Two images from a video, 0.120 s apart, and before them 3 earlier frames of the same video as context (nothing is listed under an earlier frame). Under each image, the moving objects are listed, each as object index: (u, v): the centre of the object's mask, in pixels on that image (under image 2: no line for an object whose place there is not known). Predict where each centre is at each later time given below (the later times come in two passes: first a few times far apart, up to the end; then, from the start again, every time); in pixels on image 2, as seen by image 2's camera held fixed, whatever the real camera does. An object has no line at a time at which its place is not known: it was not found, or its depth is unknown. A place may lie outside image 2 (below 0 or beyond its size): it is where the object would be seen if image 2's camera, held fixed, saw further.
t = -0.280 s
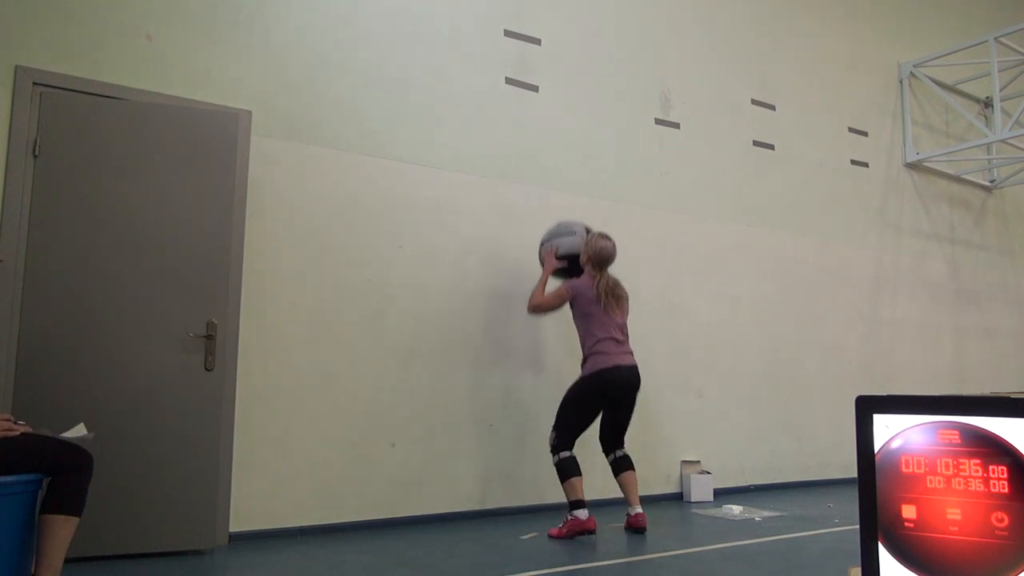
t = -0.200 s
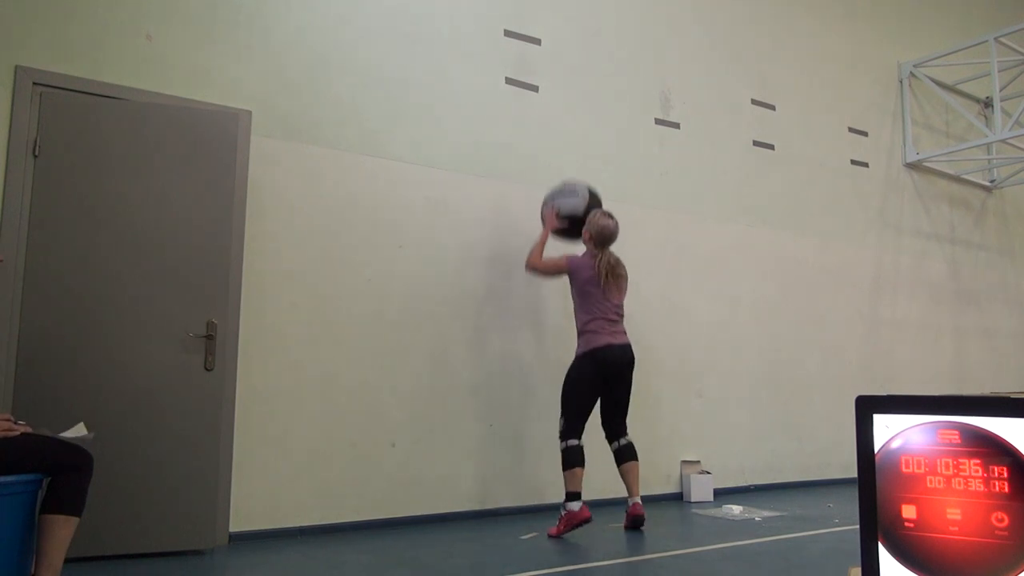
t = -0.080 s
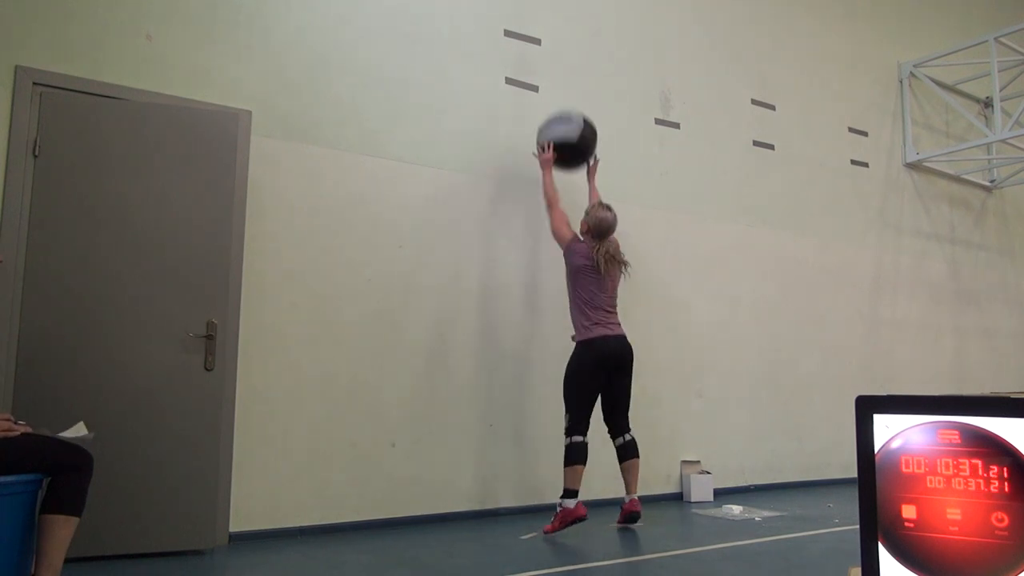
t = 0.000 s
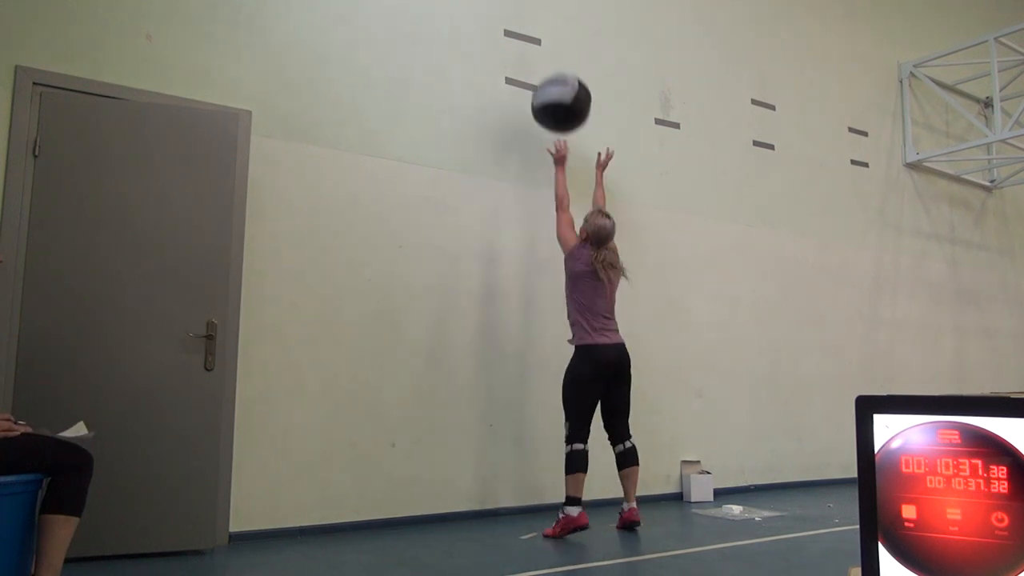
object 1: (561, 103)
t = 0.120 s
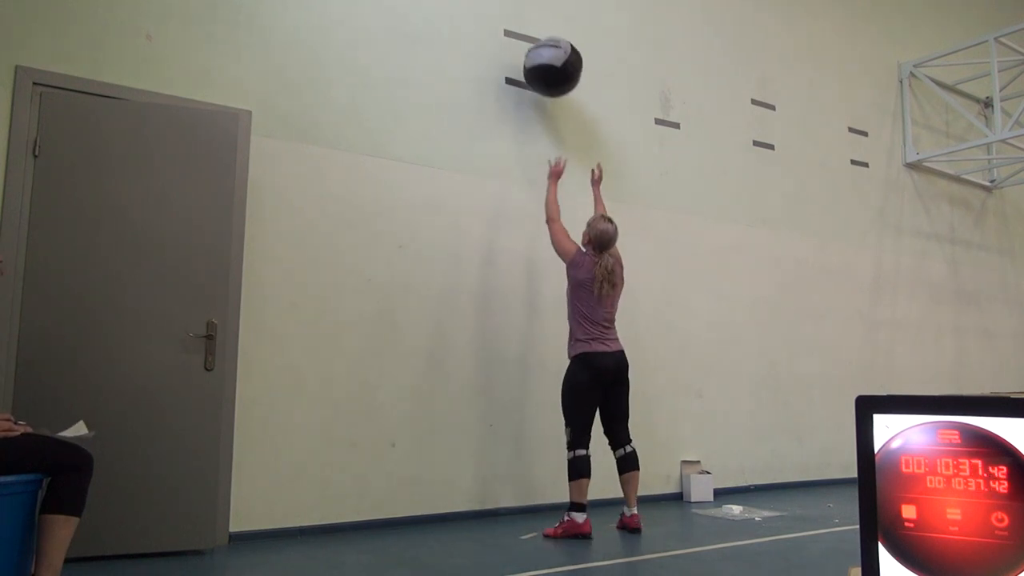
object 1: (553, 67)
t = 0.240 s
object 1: (544, 54)
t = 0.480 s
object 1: (547, 76)
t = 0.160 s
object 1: (550, 60)
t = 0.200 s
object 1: (547, 56)
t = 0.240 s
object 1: (544, 54)
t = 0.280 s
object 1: (543, 54)
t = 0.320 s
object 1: (543, 54)
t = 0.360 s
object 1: (544, 56)
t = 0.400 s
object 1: (545, 60)
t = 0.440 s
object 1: (546, 67)
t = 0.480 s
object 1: (547, 76)
